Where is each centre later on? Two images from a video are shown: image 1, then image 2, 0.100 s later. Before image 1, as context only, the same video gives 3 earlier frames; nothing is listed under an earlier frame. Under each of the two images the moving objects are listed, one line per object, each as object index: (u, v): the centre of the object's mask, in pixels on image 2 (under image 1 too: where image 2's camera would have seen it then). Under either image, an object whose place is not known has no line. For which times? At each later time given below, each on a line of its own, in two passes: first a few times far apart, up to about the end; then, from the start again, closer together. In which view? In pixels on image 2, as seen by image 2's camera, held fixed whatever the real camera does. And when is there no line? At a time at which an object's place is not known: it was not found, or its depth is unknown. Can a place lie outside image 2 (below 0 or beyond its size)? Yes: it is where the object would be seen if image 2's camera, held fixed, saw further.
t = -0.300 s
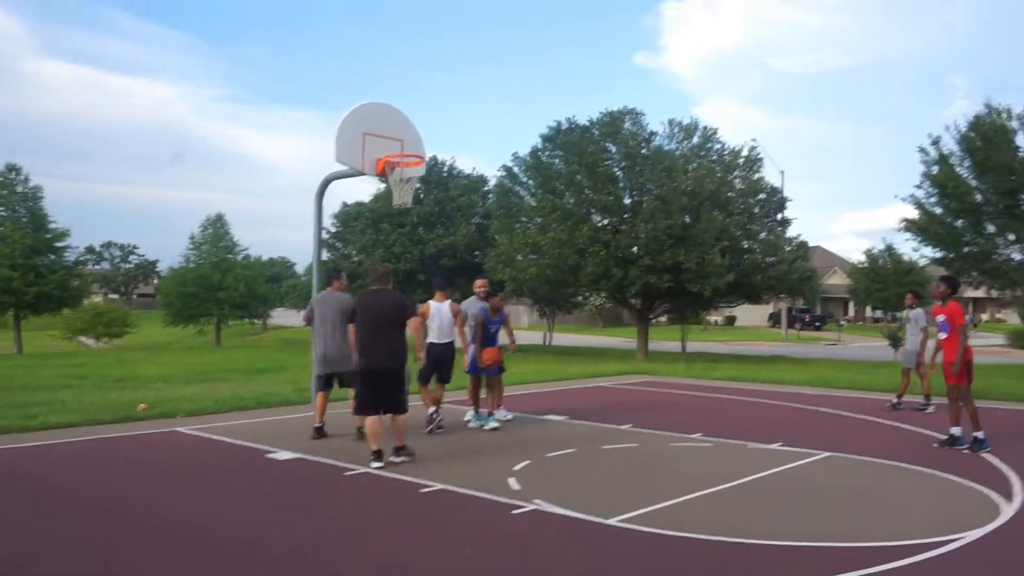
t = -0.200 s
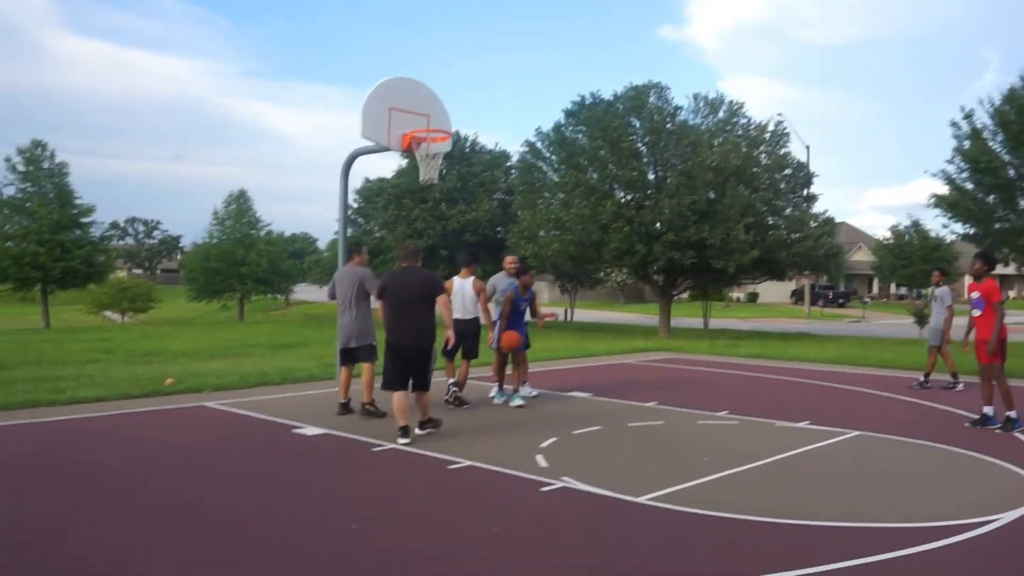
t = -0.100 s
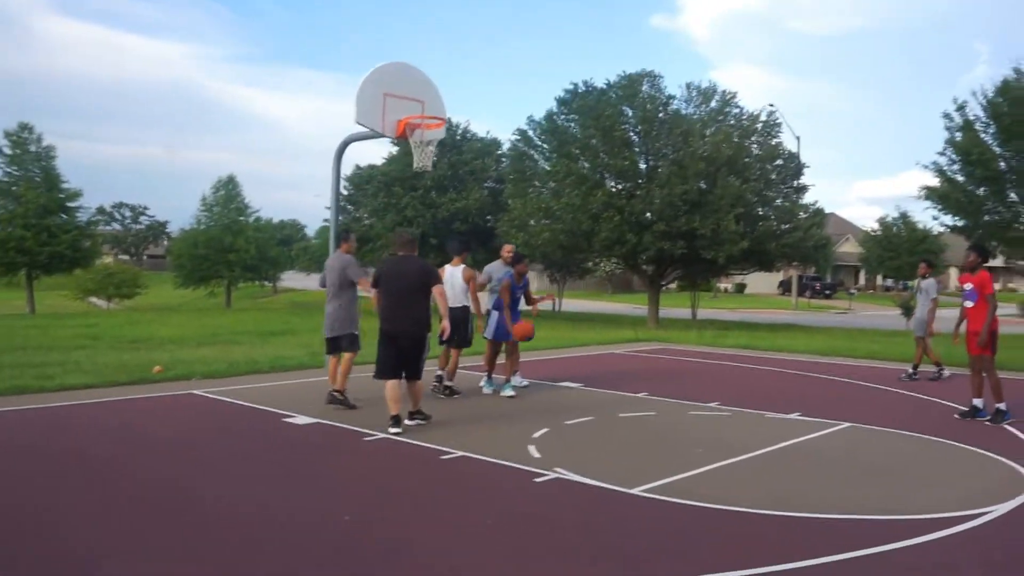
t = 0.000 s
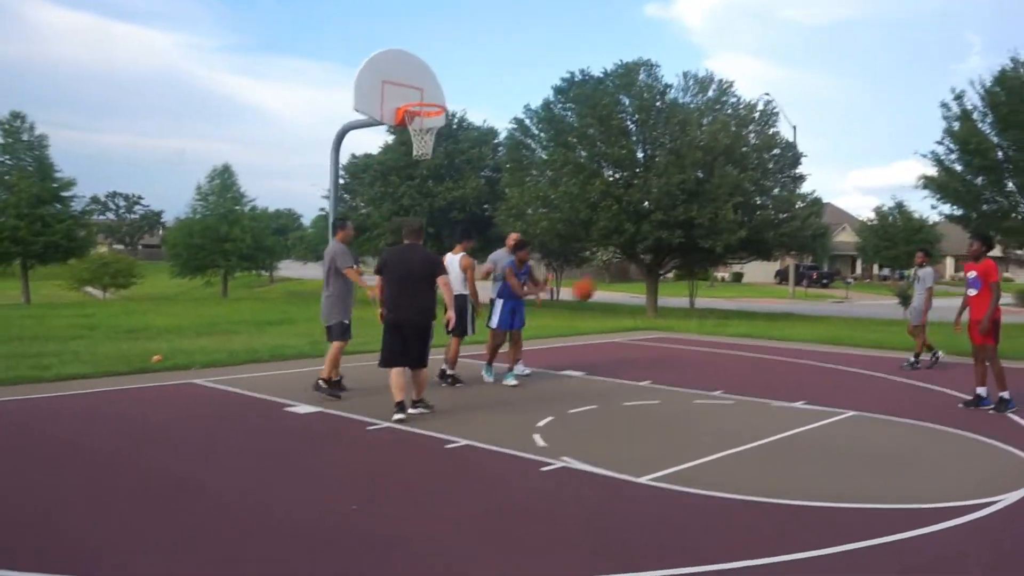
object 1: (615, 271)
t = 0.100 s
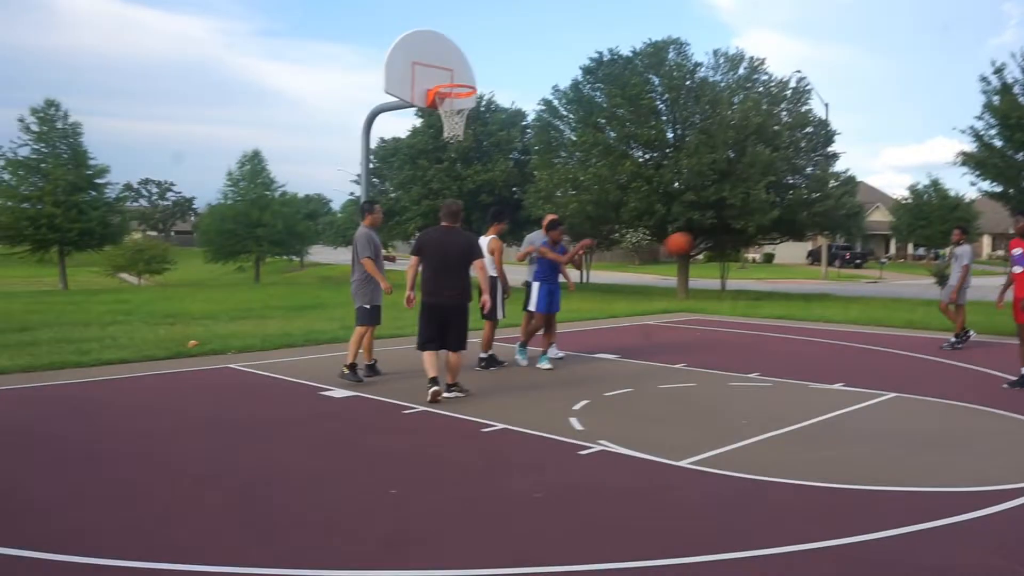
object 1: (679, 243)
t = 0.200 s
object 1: (745, 224)
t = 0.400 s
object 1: (889, 216)
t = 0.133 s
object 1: (700, 236)
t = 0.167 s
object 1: (722, 230)
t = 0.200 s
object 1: (745, 224)
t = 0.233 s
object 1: (768, 220)
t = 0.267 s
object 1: (791, 217)
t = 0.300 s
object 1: (813, 214)
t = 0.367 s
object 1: (862, 214)
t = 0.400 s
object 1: (889, 216)
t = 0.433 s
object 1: (913, 217)
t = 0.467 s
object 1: (938, 222)
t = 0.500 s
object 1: (963, 226)
